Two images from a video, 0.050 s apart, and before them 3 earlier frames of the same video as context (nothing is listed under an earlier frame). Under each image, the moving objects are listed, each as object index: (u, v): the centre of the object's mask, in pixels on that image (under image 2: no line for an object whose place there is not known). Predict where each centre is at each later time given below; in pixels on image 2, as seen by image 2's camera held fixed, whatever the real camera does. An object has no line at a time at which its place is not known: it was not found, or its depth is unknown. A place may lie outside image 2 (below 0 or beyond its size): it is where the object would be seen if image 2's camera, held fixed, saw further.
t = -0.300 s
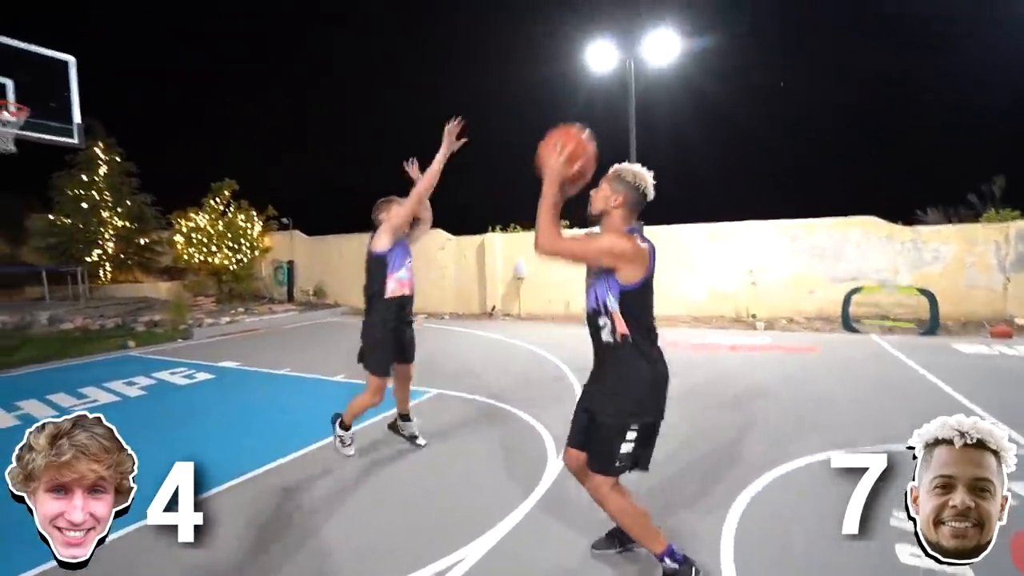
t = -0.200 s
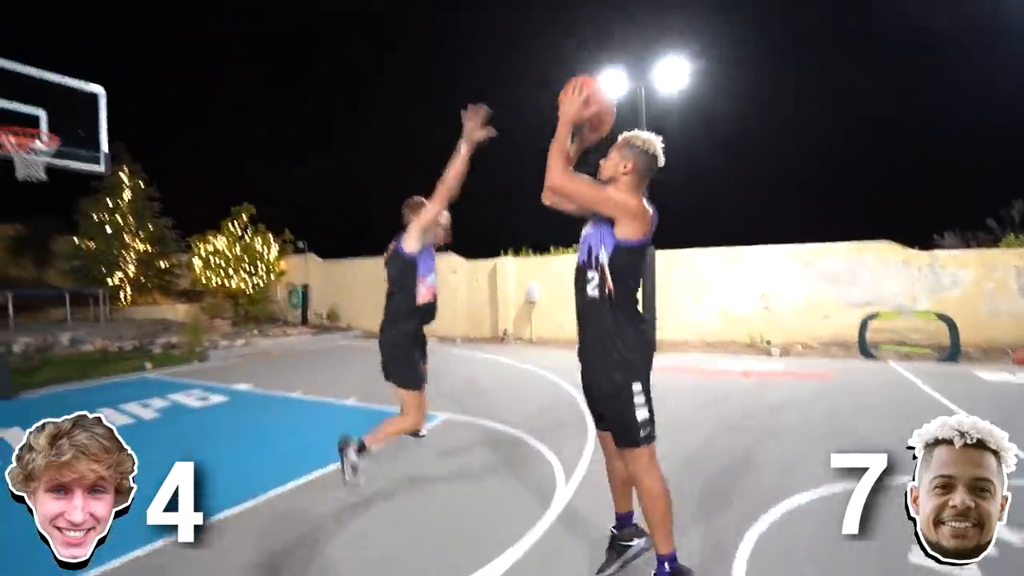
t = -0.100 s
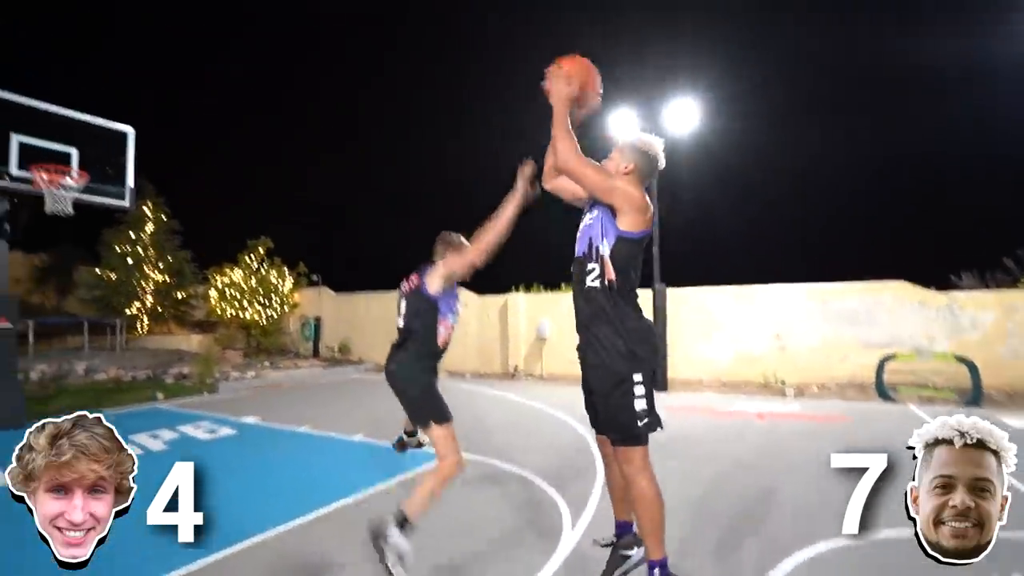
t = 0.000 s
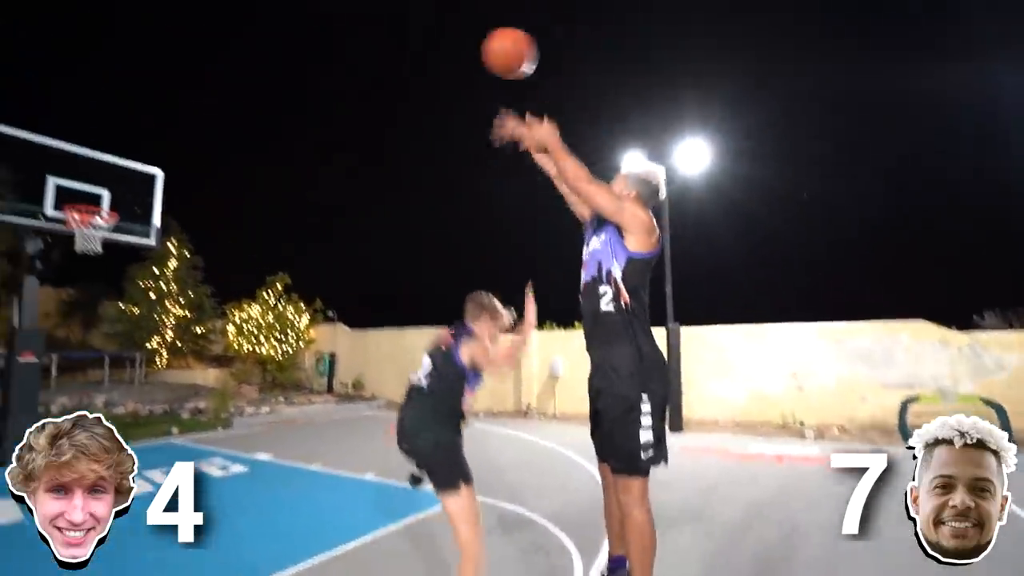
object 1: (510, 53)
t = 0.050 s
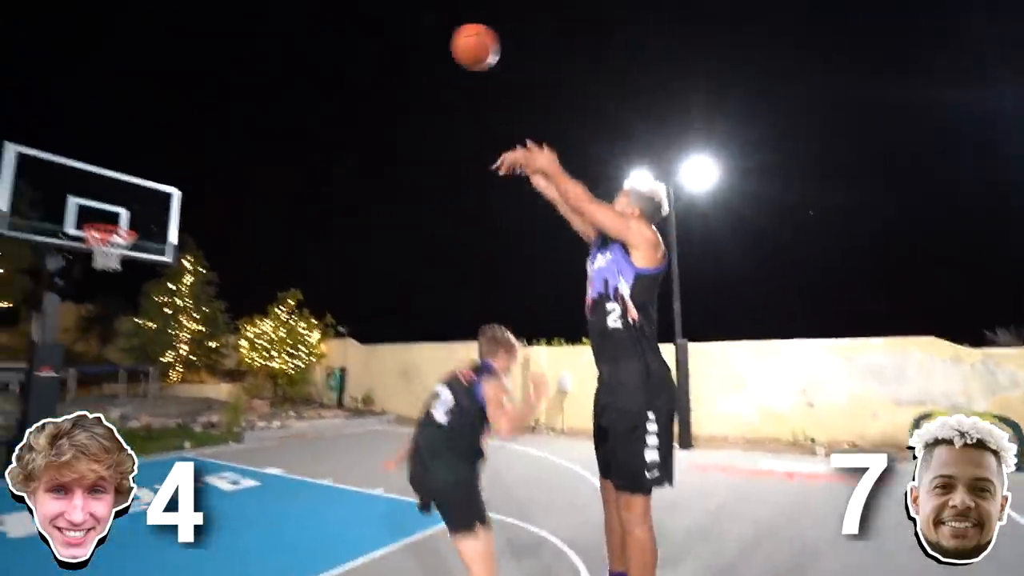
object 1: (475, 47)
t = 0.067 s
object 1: (466, 38)
